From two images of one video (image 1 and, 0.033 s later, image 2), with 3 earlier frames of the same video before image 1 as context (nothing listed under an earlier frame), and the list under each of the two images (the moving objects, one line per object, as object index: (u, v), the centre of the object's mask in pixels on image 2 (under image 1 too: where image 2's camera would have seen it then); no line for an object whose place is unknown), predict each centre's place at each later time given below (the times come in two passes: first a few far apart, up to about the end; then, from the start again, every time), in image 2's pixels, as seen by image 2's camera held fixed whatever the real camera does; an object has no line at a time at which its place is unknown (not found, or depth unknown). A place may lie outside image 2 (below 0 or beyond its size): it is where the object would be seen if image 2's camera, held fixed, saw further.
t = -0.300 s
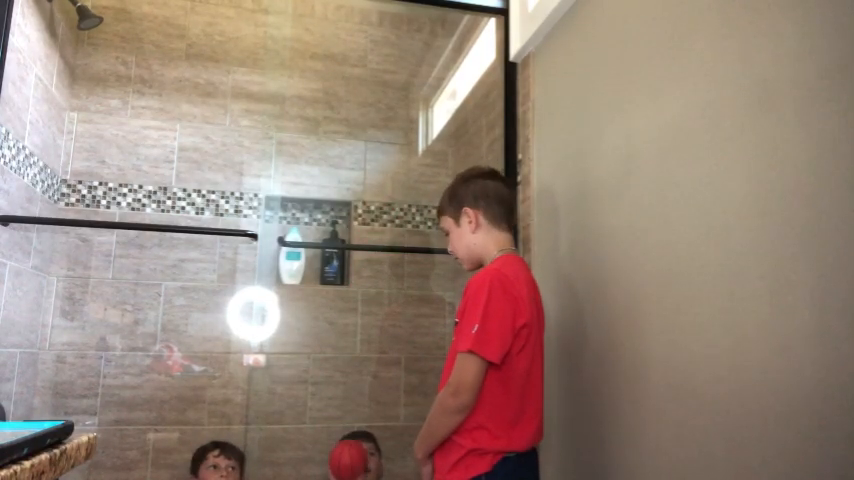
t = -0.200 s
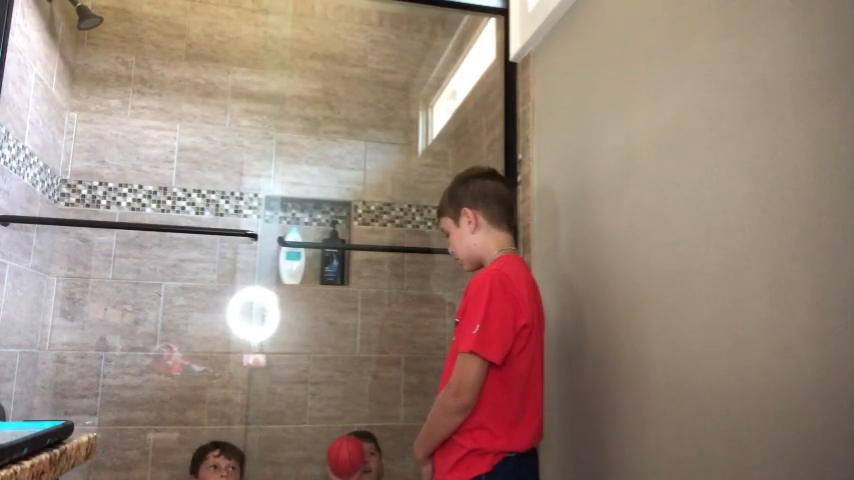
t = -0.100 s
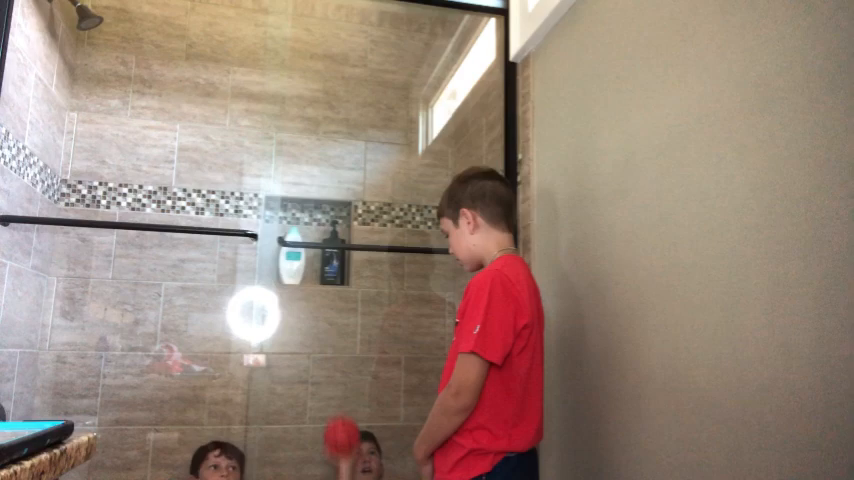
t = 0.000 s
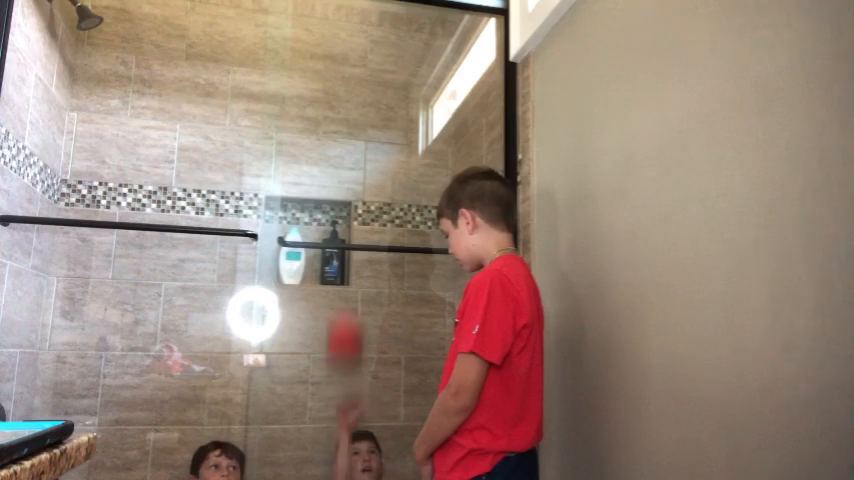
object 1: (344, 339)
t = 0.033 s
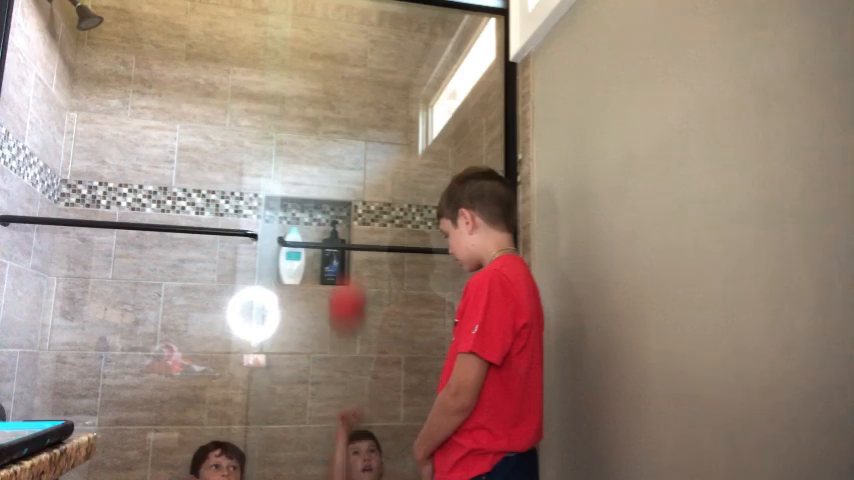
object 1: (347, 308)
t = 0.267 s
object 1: (355, 164)
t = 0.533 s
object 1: (344, 285)
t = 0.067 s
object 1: (349, 276)
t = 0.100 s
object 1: (351, 244)
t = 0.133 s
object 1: (352, 221)
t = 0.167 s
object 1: (353, 201)
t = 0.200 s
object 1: (354, 184)
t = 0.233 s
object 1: (355, 170)
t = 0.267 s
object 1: (355, 164)
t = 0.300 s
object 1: (354, 169)
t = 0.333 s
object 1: (353, 176)
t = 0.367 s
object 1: (352, 187)
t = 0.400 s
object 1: (350, 202)
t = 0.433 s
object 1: (349, 218)
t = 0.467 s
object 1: (347, 231)
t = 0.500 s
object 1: (345, 265)
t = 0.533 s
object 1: (344, 285)
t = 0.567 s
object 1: (341, 310)
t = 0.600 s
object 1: (339, 338)
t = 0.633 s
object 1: (338, 367)
